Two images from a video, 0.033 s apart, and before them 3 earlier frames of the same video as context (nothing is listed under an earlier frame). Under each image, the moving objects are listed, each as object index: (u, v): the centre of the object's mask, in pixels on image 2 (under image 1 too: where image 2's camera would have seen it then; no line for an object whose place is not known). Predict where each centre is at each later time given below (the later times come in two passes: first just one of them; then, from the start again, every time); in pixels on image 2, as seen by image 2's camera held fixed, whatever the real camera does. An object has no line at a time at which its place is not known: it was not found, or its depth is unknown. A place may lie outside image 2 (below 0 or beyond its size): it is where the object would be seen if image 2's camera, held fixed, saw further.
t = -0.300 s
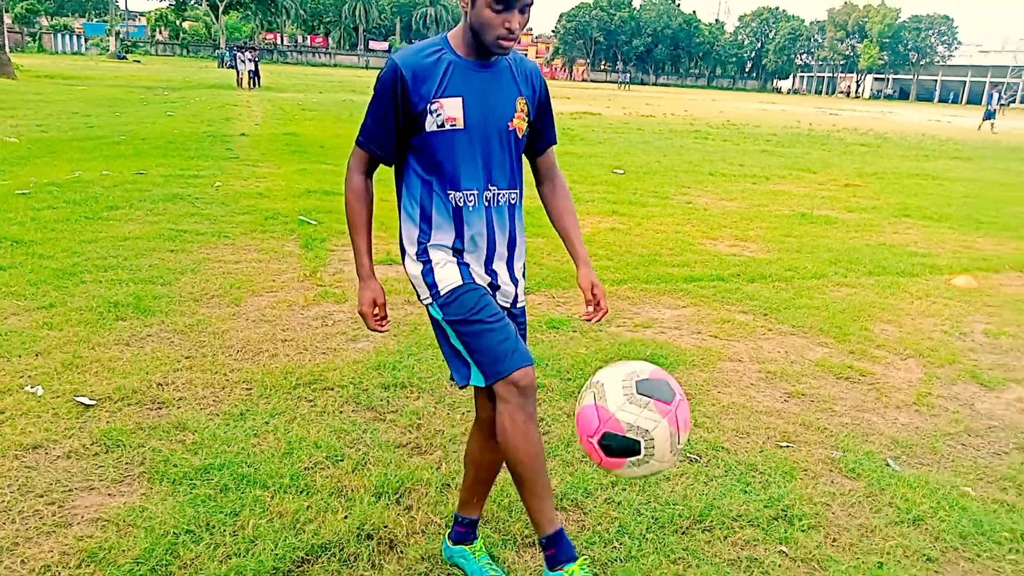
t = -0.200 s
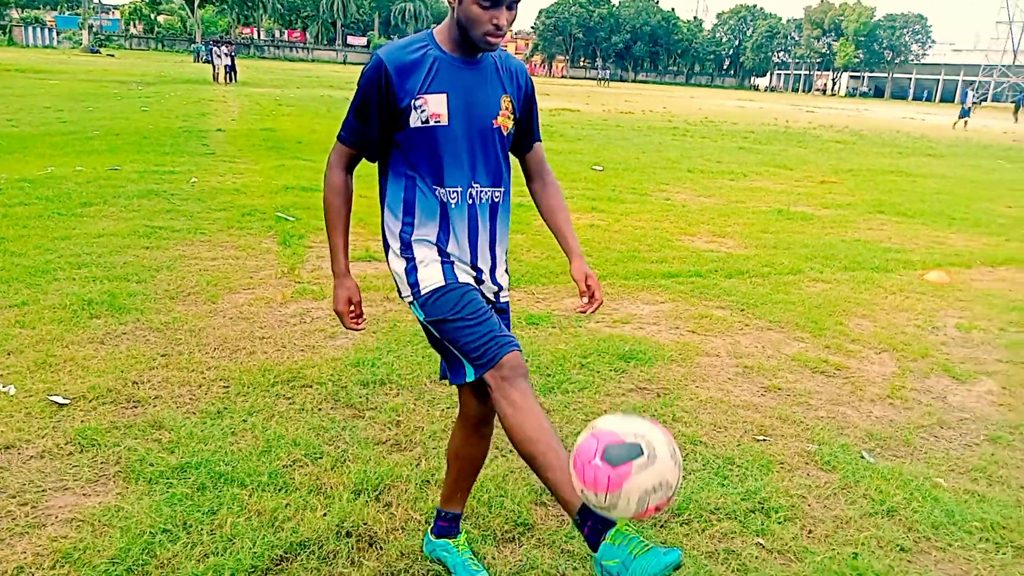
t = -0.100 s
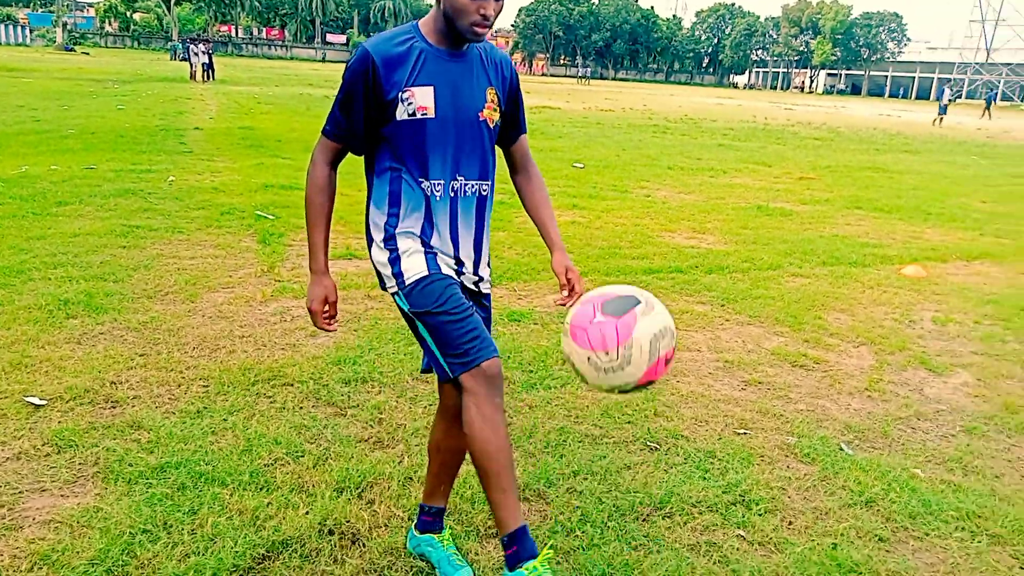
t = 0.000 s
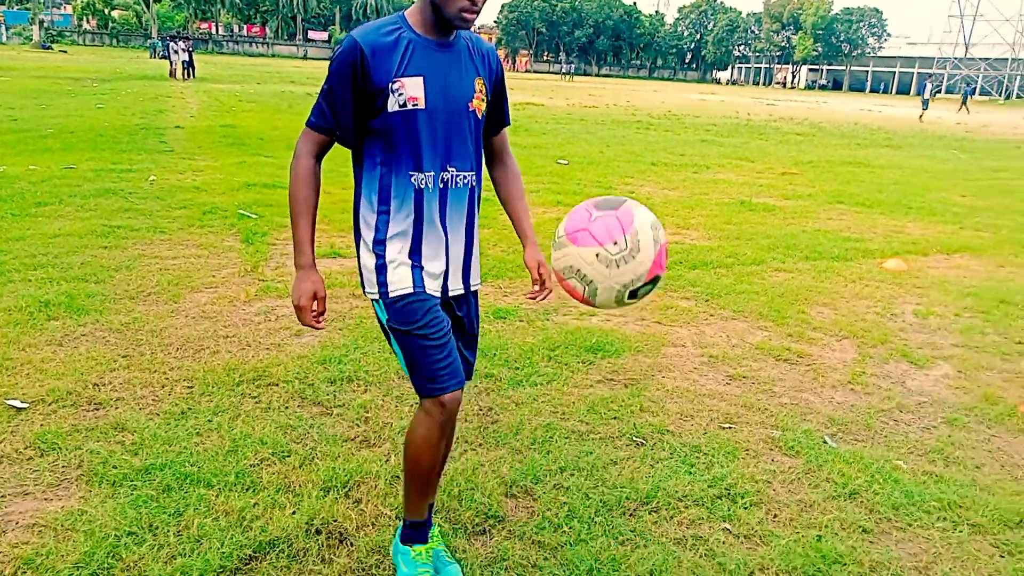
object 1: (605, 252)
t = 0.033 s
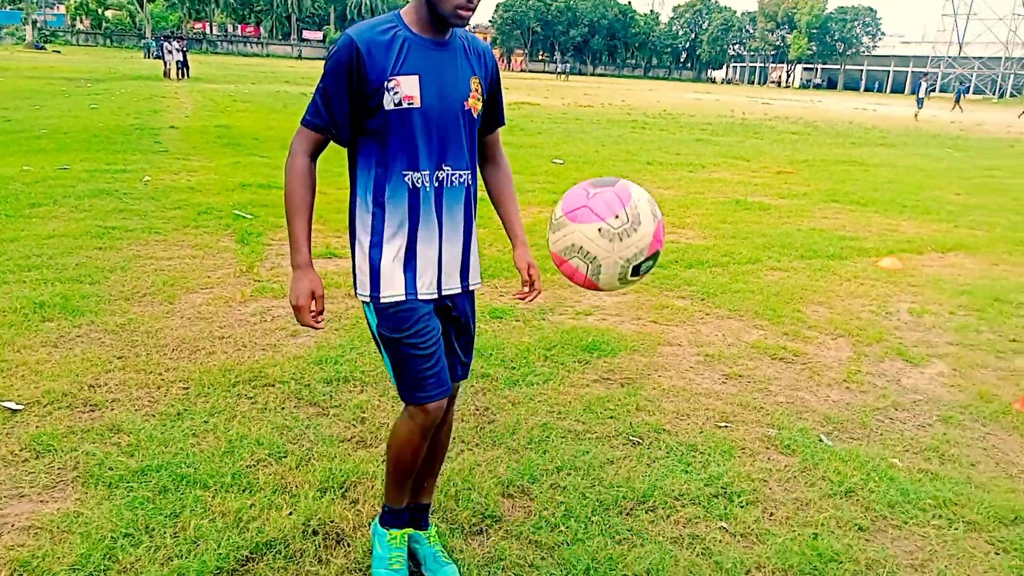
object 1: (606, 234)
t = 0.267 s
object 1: (596, 272)
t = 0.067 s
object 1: (606, 222)
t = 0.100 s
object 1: (606, 216)
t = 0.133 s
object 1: (605, 215)
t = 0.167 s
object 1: (604, 221)
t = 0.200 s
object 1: (601, 232)
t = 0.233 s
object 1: (599, 250)
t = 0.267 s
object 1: (596, 272)
